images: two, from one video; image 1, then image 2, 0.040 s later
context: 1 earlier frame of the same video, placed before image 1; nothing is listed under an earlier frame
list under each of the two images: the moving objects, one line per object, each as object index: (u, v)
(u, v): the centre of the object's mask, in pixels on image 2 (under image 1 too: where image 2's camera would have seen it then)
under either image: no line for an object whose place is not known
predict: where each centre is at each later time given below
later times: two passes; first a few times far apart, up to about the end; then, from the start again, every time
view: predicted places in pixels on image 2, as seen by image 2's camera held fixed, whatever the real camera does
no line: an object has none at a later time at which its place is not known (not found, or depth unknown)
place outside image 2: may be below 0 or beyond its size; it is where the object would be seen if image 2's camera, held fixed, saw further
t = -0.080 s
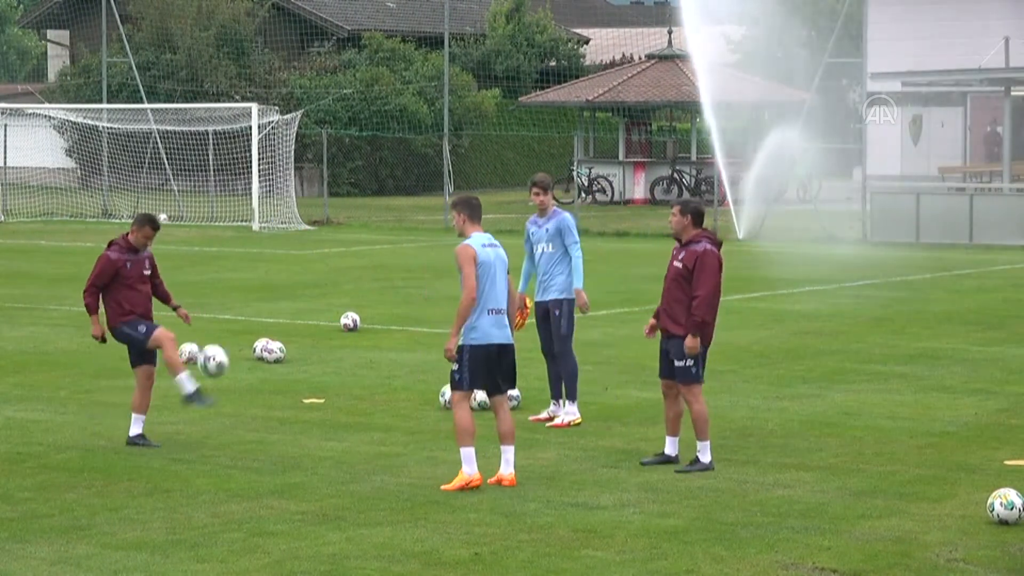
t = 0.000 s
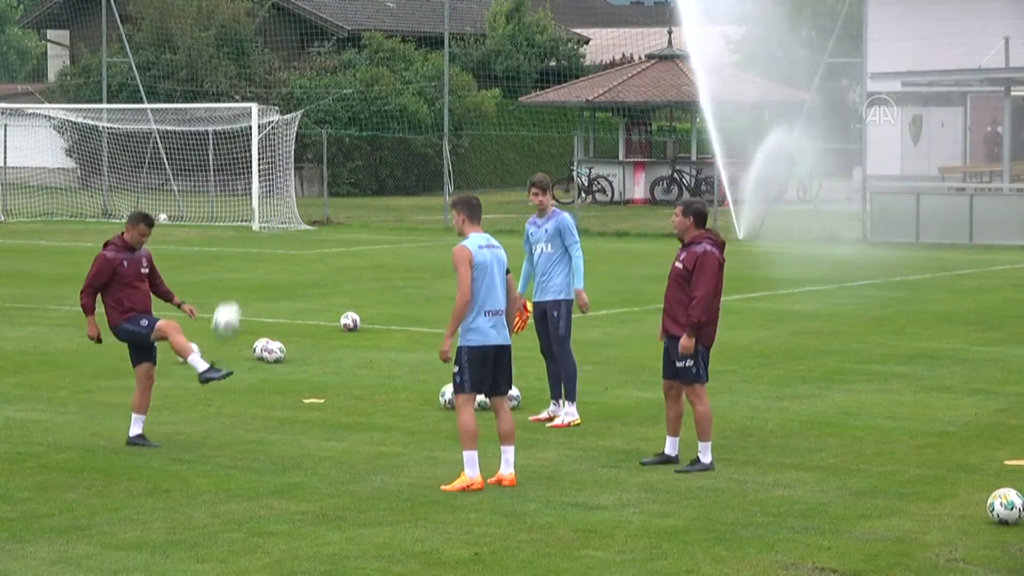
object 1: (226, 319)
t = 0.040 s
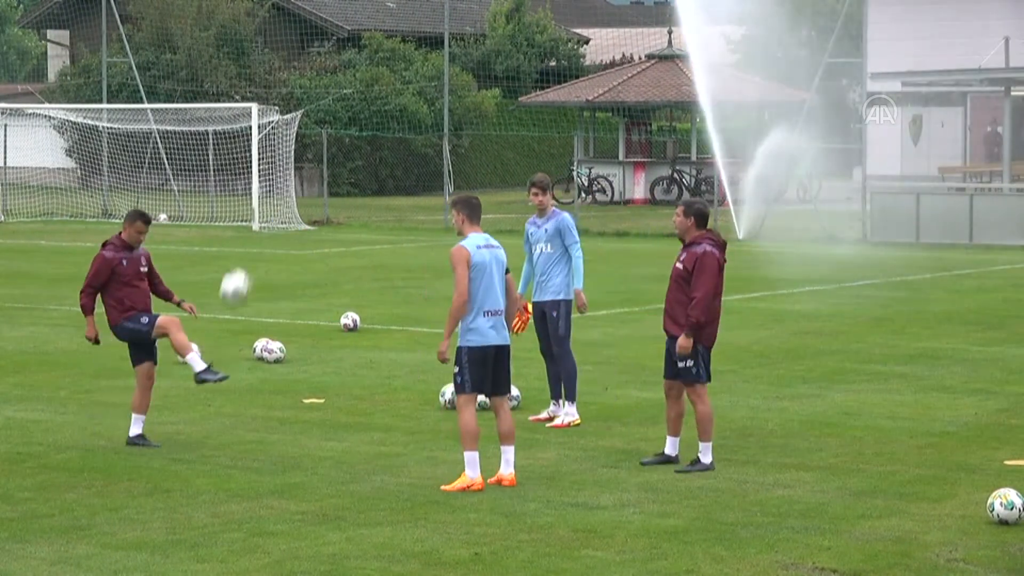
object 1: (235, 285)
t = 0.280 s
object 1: (291, 131)
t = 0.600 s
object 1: (370, 43)
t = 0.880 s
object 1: (444, 87)
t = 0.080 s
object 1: (244, 254)
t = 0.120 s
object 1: (251, 226)
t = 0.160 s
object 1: (262, 199)
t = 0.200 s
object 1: (272, 174)
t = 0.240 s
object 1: (281, 151)
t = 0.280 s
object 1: (291, 131)
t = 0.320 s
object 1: (301, 112)
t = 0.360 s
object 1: (309, 96)
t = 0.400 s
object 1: (319, 82)
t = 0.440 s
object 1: (329, 69)
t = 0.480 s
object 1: (340, 59)
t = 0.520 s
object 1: (349, 52)
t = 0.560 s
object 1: (359, 47)
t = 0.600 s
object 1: (370, 43)
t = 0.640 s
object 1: (380, 43)
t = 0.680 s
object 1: (391, 44)
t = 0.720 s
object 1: (400, 48)
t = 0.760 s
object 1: (411, 54)
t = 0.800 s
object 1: (423, 63)
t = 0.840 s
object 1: (433, 75)
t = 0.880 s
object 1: (444, 87)
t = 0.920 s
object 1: (455, 106)
